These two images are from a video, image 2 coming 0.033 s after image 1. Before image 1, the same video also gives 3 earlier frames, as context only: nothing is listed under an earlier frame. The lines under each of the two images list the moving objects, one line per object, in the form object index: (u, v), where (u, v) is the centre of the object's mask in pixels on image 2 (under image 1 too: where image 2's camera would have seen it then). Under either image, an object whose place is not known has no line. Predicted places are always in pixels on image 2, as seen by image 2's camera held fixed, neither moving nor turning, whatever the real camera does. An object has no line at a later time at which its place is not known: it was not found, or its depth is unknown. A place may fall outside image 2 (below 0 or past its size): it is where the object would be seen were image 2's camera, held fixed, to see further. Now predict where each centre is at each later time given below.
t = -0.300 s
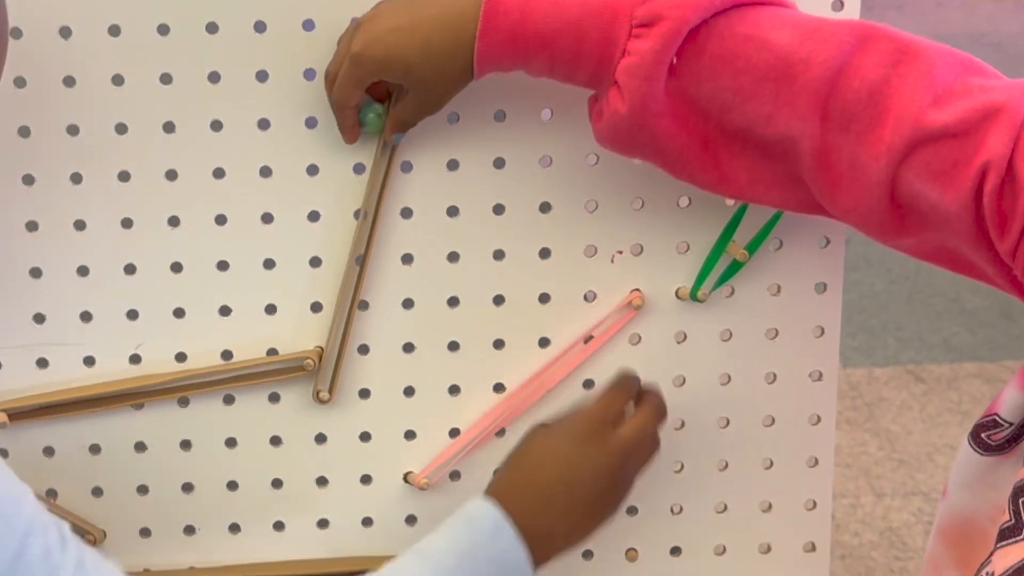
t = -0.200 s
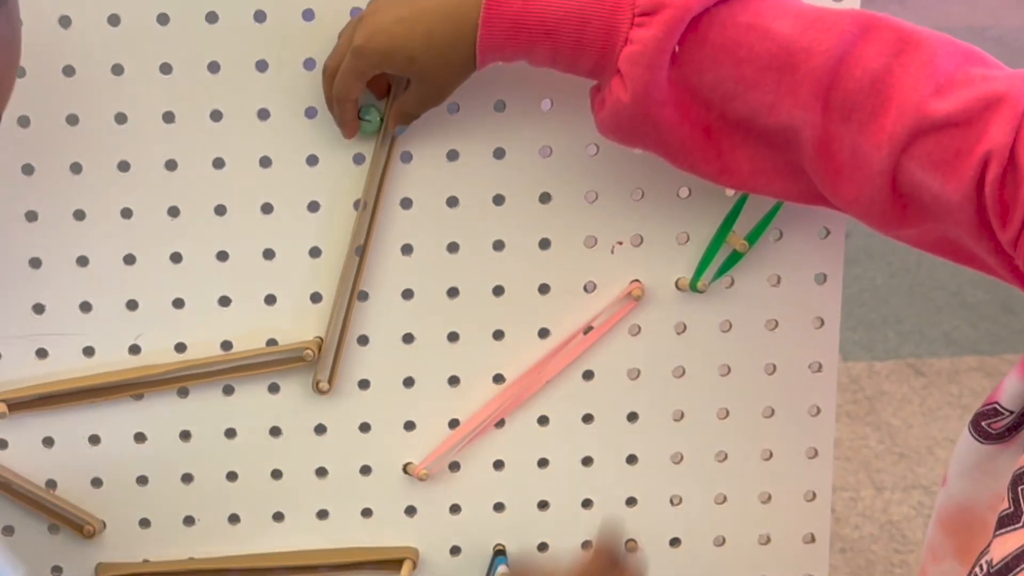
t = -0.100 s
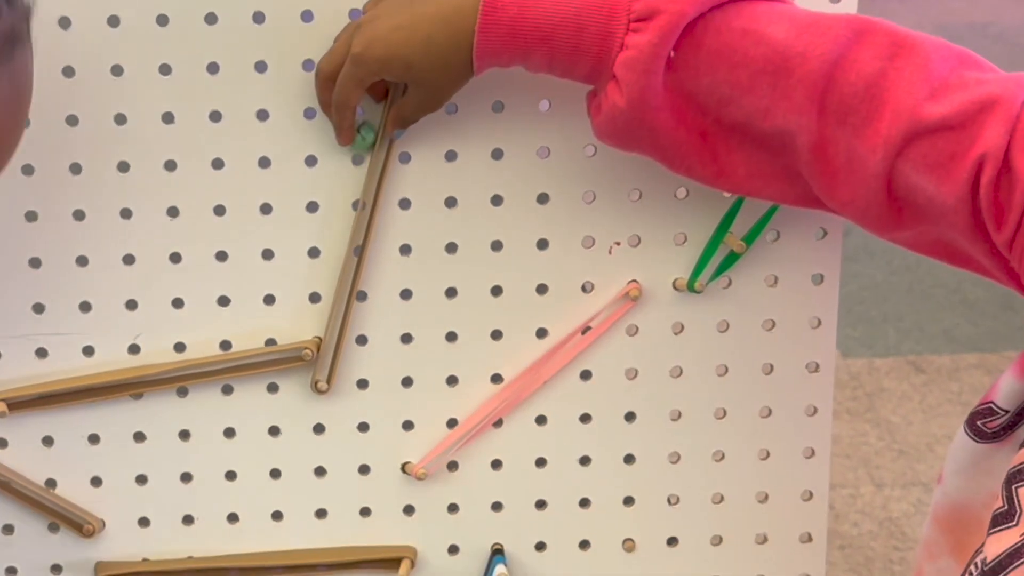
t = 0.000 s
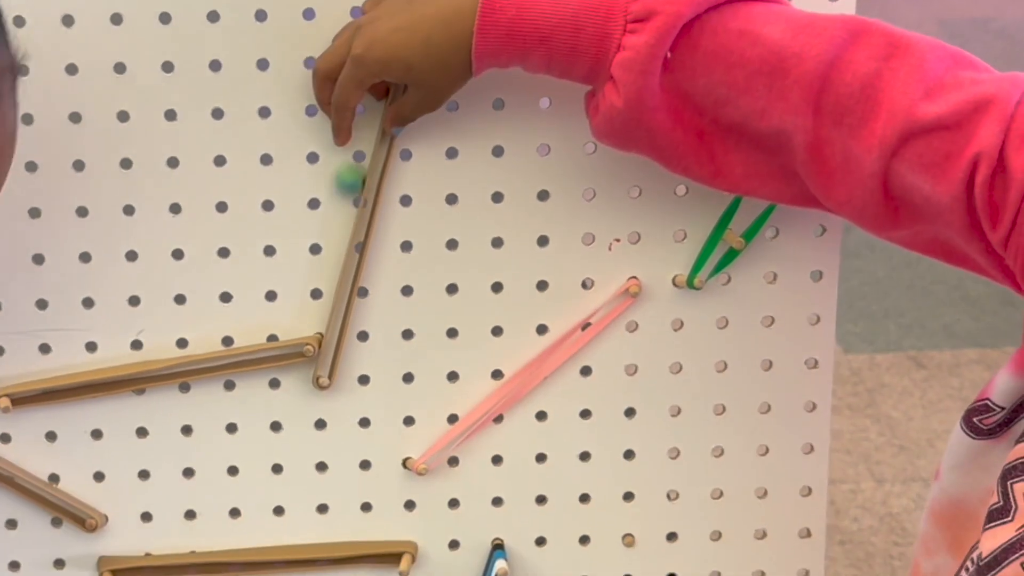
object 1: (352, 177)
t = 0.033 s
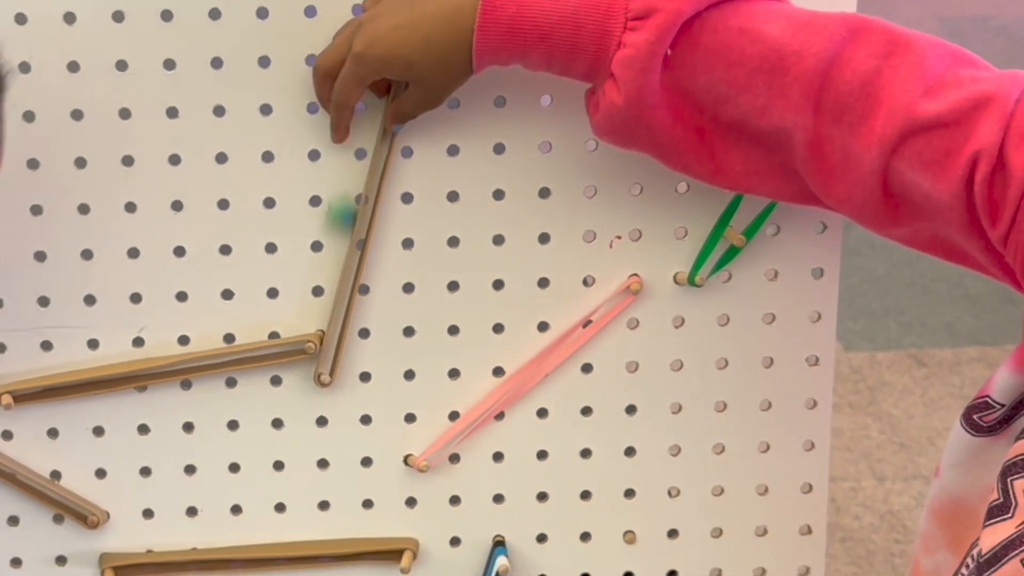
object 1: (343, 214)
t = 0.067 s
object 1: (330, 262)
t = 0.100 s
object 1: (312, 317)
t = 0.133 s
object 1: (278, 307)
